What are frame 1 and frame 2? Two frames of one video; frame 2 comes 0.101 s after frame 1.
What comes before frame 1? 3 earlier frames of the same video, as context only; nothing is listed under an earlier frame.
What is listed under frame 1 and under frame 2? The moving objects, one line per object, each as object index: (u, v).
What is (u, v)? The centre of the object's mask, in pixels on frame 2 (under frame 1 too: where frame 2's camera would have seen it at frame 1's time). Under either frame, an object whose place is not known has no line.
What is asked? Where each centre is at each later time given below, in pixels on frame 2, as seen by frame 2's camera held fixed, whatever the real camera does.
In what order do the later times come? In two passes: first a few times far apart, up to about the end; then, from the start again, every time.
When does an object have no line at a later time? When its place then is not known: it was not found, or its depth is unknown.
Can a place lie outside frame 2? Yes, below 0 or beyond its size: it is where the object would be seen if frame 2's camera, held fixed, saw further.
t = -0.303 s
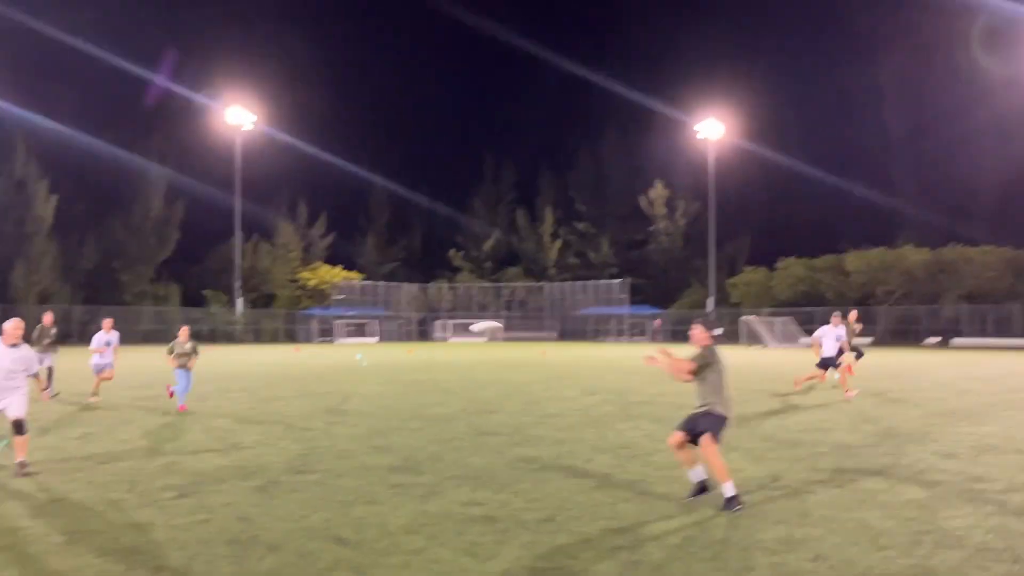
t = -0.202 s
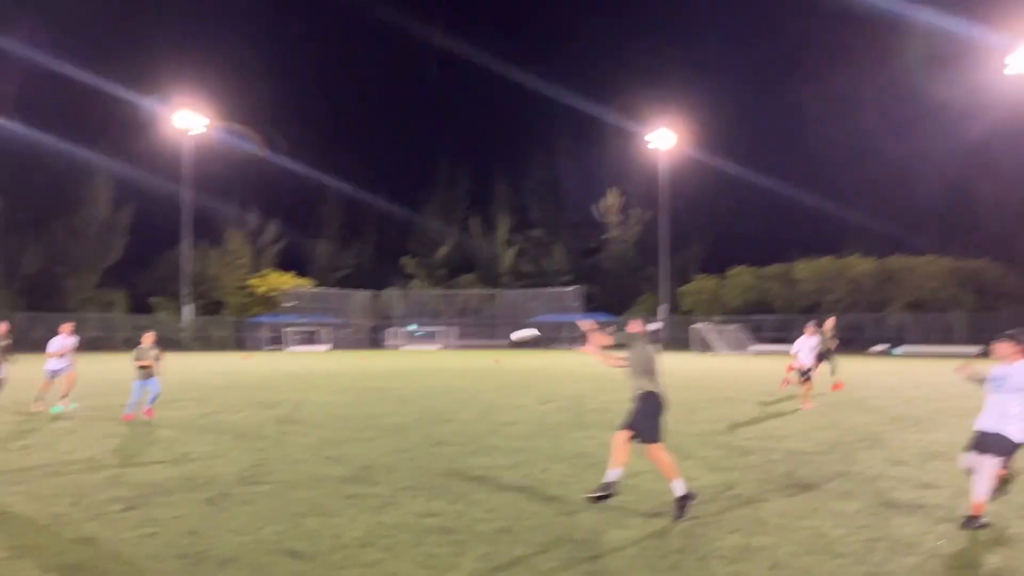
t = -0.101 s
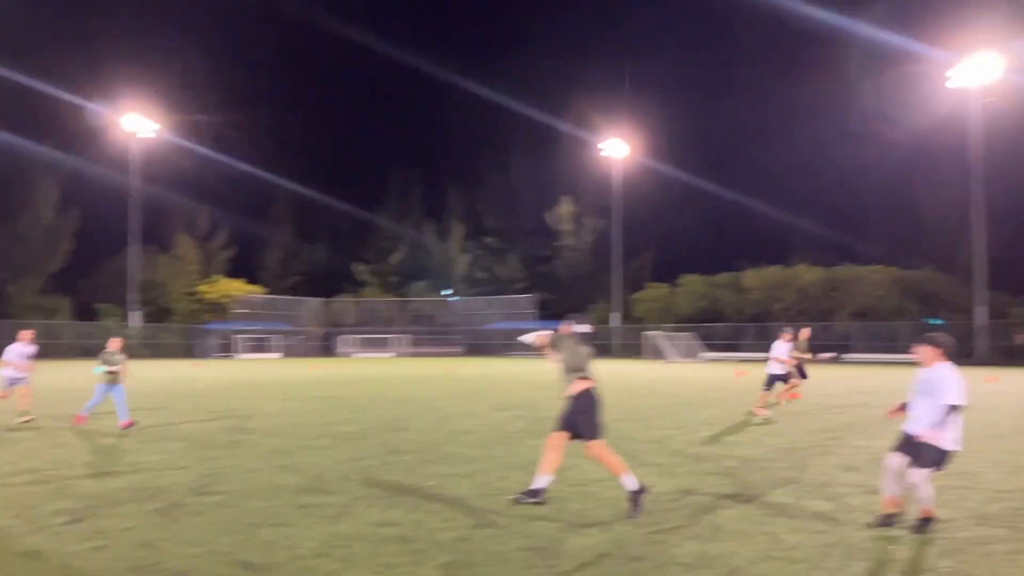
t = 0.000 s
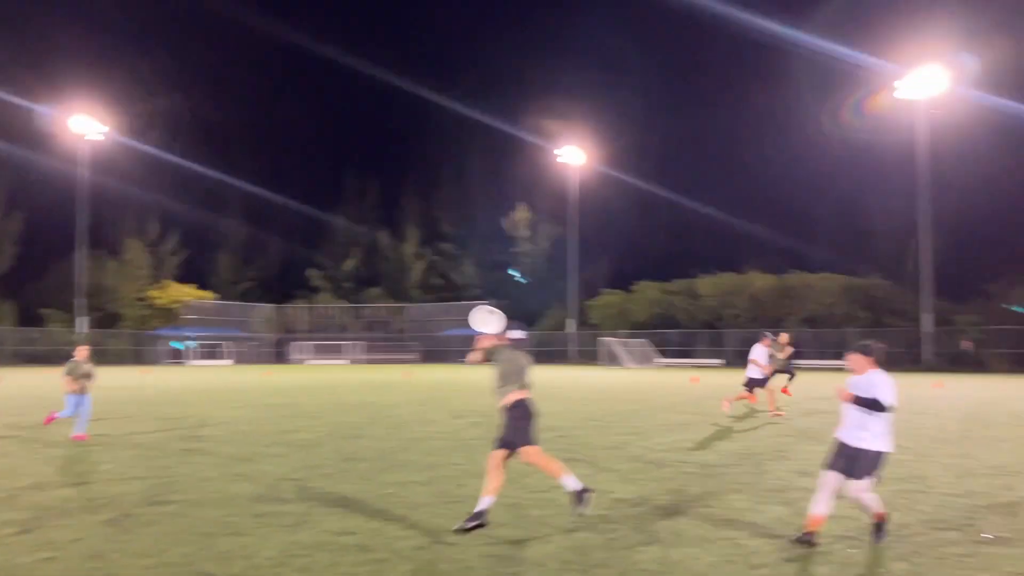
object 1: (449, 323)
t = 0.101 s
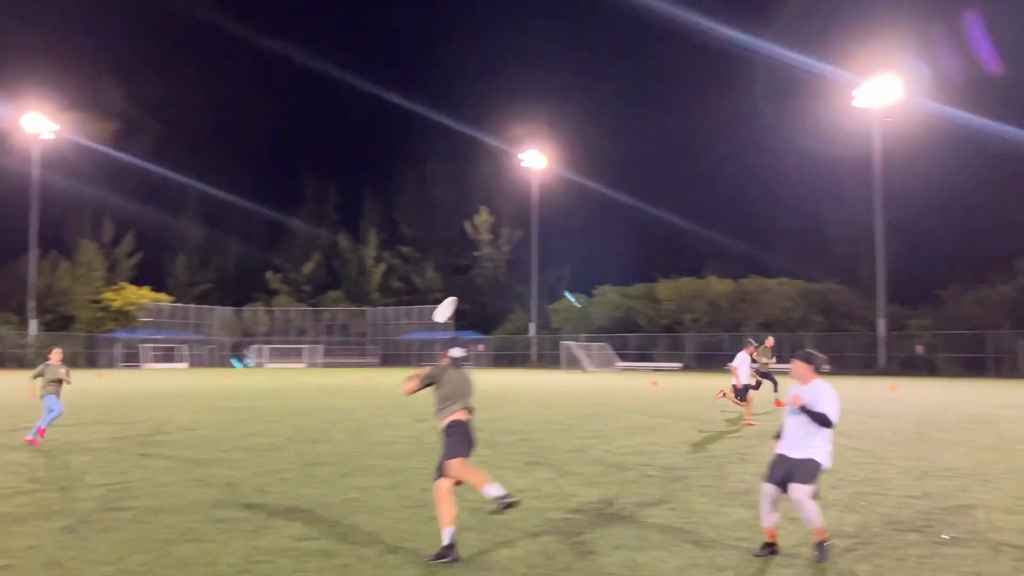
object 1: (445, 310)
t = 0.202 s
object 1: (438, 305)
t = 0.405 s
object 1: (428, 330)
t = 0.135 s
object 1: (442, 308)
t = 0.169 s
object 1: (440, 305)
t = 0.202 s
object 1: (438, 305)
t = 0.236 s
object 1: (436, 307)
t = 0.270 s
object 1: (436, 309)
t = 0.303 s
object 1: (435, 312)
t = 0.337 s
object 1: (433, 317)
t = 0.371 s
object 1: (431, 322)
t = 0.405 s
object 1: (428, 330)
